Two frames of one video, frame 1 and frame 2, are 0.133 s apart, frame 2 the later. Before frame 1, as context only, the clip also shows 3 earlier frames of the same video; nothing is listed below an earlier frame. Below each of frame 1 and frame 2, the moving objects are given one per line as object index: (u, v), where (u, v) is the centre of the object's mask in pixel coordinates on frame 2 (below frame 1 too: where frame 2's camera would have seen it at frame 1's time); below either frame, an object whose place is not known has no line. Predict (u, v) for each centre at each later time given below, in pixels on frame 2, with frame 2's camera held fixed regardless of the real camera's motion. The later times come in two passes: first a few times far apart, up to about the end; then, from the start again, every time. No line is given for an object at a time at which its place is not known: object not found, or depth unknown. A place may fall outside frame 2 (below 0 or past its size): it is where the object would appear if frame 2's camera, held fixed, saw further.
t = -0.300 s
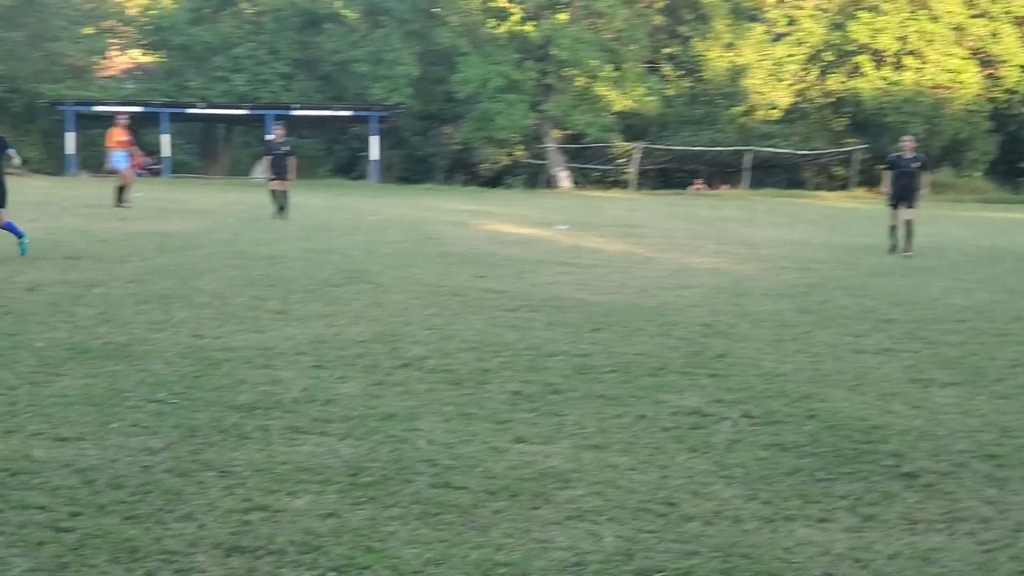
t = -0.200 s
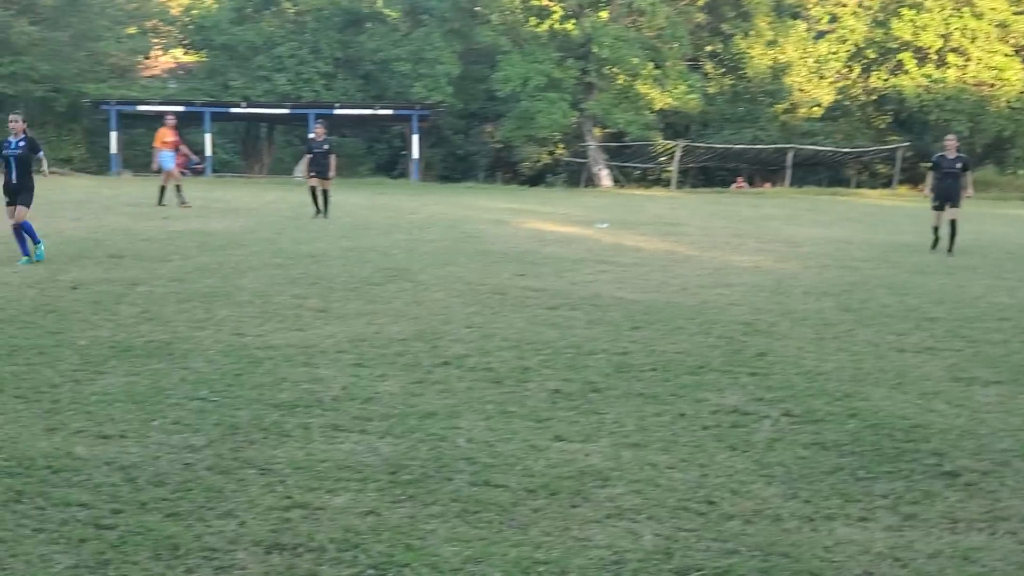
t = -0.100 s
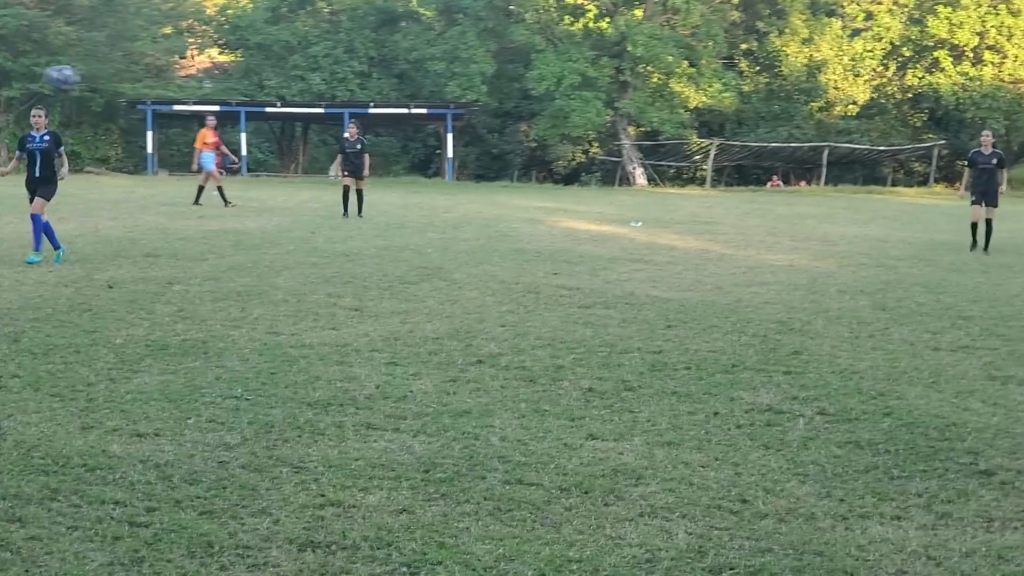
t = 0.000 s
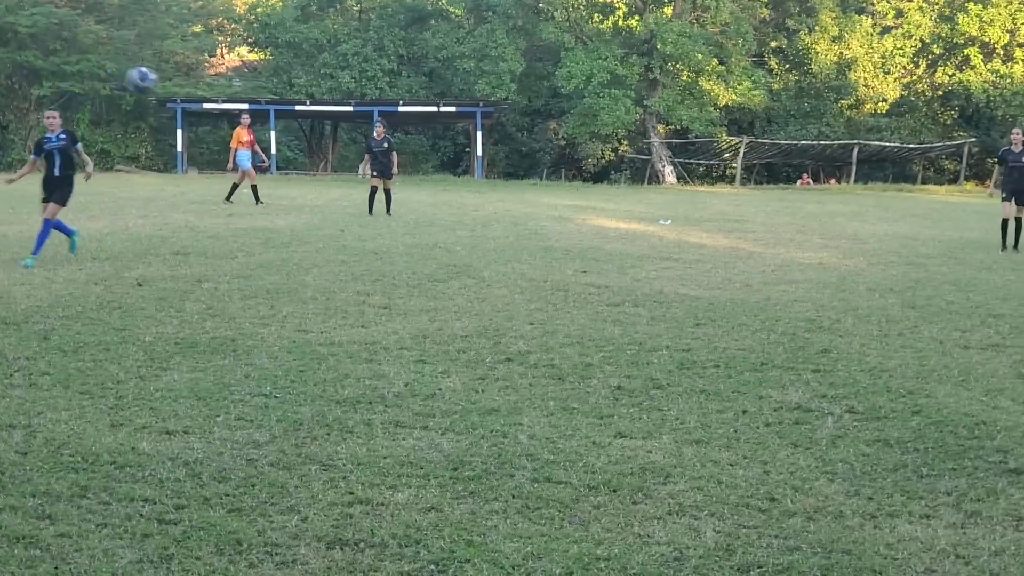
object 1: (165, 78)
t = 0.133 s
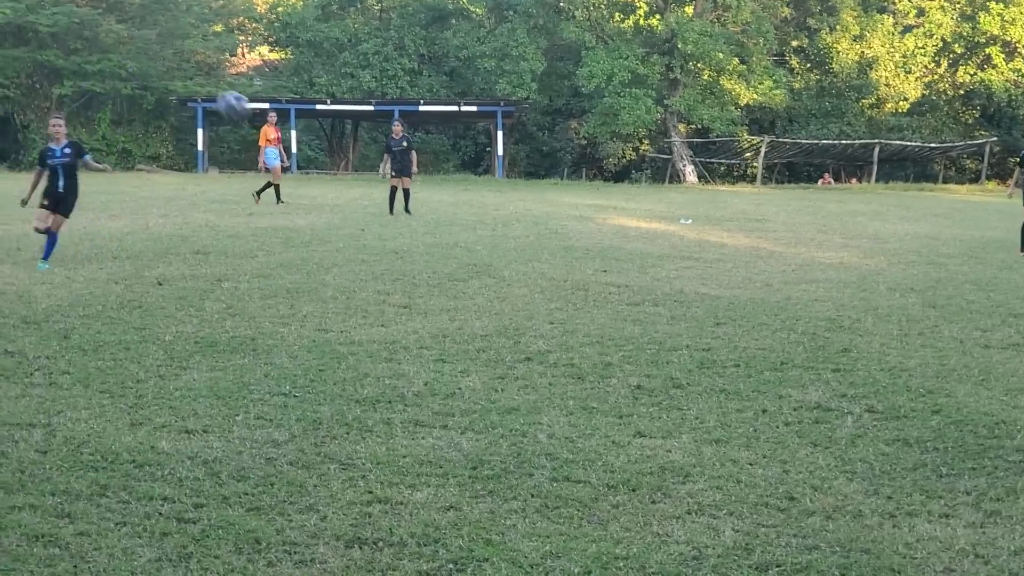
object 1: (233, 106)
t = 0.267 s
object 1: (310, 160)
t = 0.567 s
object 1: (478, 329)
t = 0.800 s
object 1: (523, 247)
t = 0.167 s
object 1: (251, 117)
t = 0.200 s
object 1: (270, 129)
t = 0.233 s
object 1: (291, 145)
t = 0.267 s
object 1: (310, 160)
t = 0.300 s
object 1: (329, 178)
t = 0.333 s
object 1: (349, 198)
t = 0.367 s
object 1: (370, 220)
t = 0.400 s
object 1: (391, 242)
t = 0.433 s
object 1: (411, 268)
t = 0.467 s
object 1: (431, 295)
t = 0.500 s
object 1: (453, 324)
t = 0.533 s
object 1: (471, 345)
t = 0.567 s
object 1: (478, 329)
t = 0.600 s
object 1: (484, 314)
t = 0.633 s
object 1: (490, 299)
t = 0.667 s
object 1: (497, 287)
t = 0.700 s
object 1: (503, 275)
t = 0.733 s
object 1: (509, 263)
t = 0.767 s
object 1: (516, 254)
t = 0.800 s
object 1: (523, 247)
